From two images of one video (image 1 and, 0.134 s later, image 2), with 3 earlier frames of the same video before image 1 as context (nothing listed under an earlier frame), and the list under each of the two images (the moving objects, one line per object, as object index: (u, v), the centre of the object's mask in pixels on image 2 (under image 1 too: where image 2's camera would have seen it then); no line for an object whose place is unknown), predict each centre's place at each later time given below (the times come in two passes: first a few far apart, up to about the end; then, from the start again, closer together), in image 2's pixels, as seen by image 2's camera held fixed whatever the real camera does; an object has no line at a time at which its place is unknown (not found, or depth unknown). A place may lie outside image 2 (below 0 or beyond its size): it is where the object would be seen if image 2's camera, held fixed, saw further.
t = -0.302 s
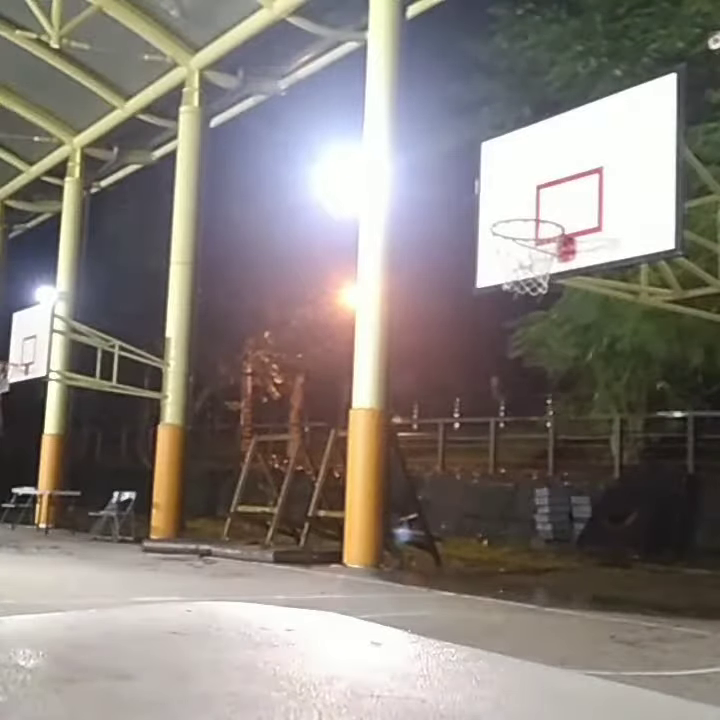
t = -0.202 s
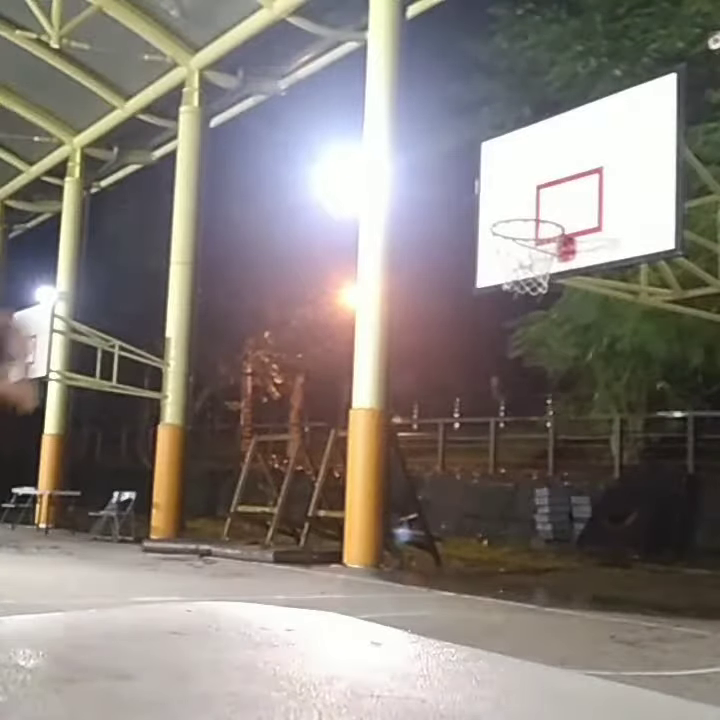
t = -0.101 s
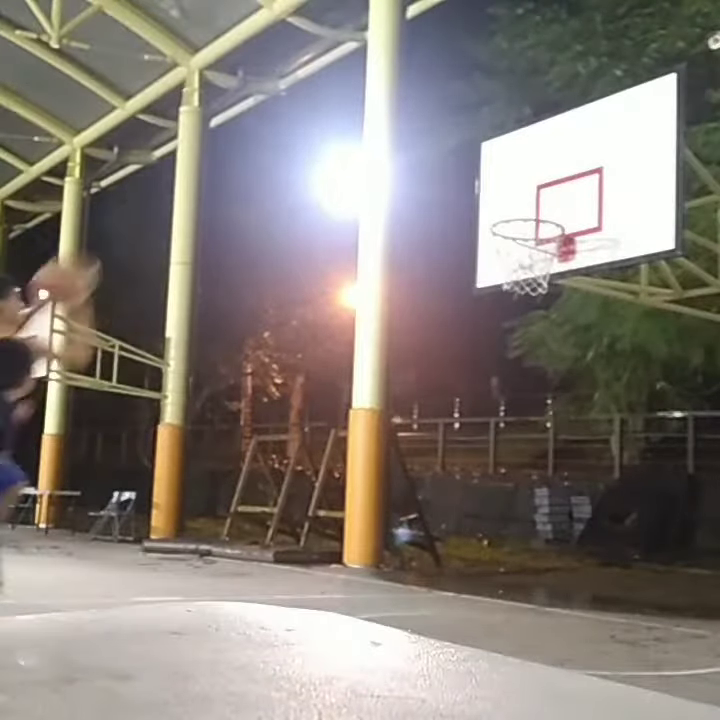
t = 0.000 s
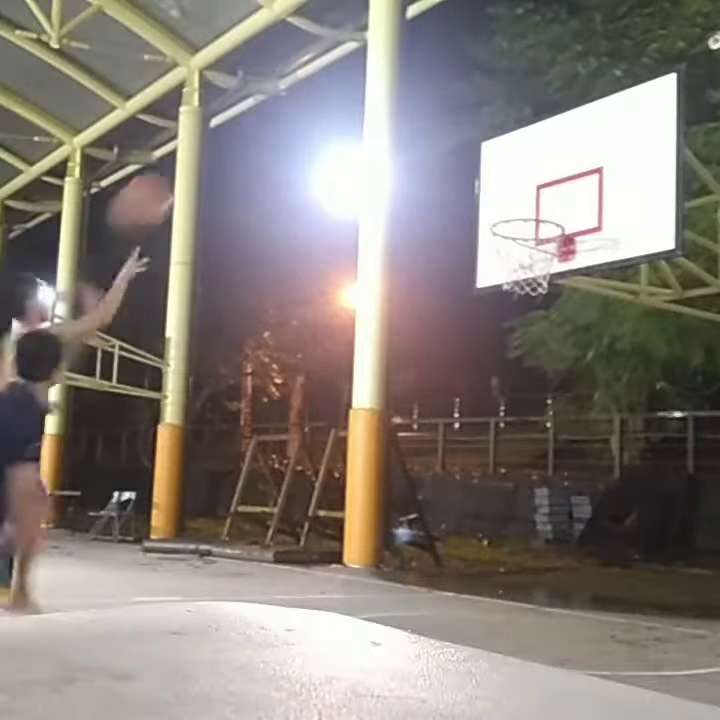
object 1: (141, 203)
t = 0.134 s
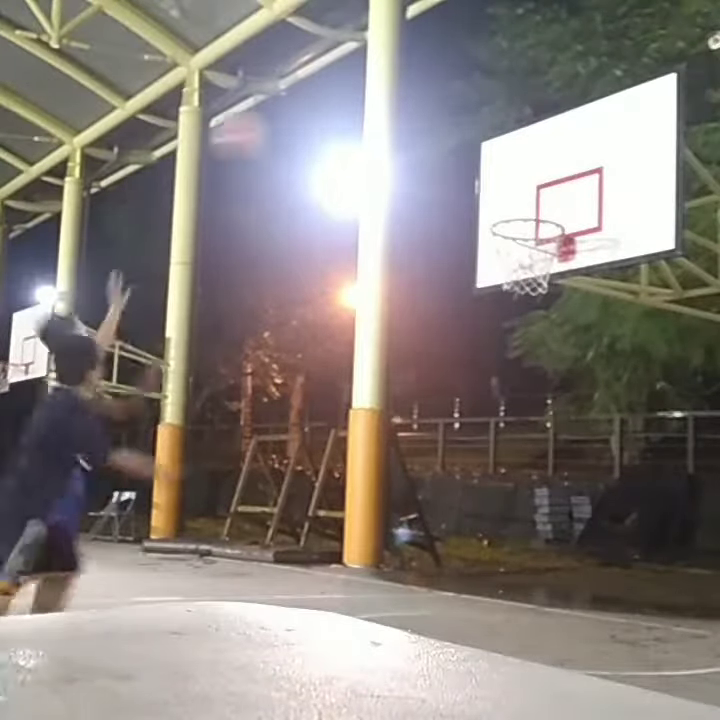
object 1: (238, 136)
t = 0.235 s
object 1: (299, 110)
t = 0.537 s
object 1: (452, 134)
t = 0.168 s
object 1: (261, 121)
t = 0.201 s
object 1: (279, 116)
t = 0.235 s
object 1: (299, 110)
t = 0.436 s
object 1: (409, 109)
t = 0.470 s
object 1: (421, 116)
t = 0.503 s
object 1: (437, 124)
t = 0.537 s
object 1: (452, 134)
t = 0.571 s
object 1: (464, 143)
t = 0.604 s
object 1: (477, 154)
